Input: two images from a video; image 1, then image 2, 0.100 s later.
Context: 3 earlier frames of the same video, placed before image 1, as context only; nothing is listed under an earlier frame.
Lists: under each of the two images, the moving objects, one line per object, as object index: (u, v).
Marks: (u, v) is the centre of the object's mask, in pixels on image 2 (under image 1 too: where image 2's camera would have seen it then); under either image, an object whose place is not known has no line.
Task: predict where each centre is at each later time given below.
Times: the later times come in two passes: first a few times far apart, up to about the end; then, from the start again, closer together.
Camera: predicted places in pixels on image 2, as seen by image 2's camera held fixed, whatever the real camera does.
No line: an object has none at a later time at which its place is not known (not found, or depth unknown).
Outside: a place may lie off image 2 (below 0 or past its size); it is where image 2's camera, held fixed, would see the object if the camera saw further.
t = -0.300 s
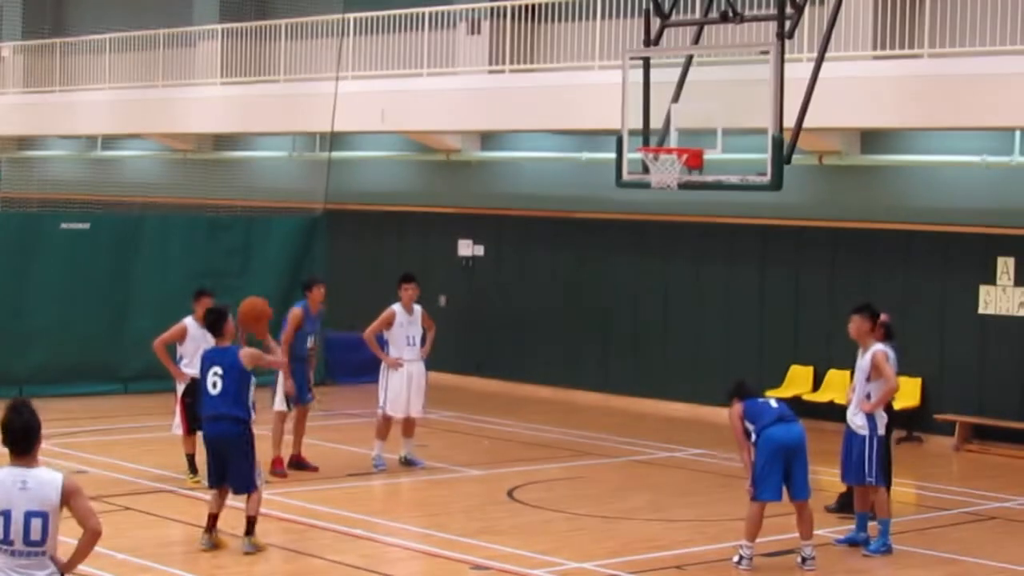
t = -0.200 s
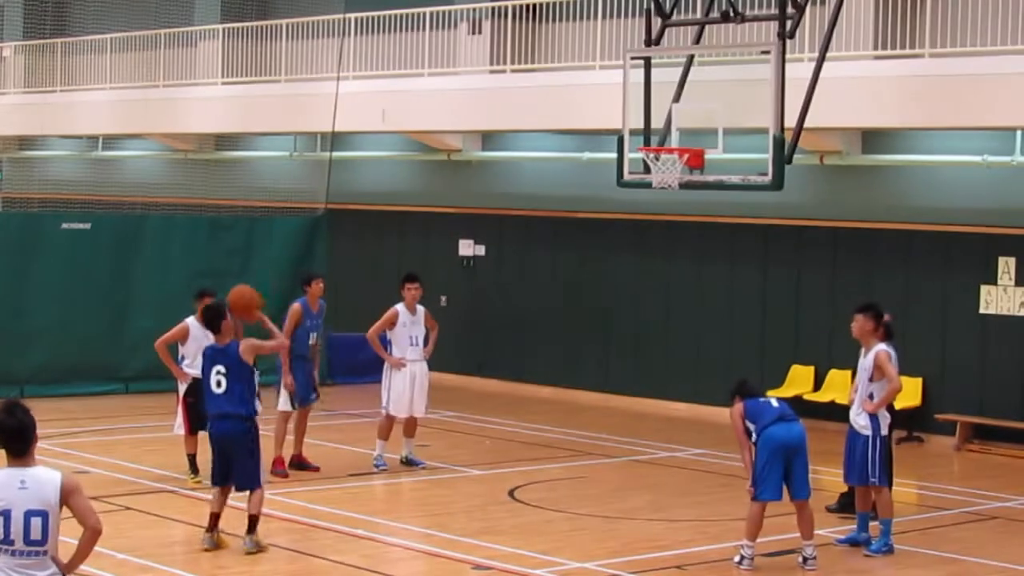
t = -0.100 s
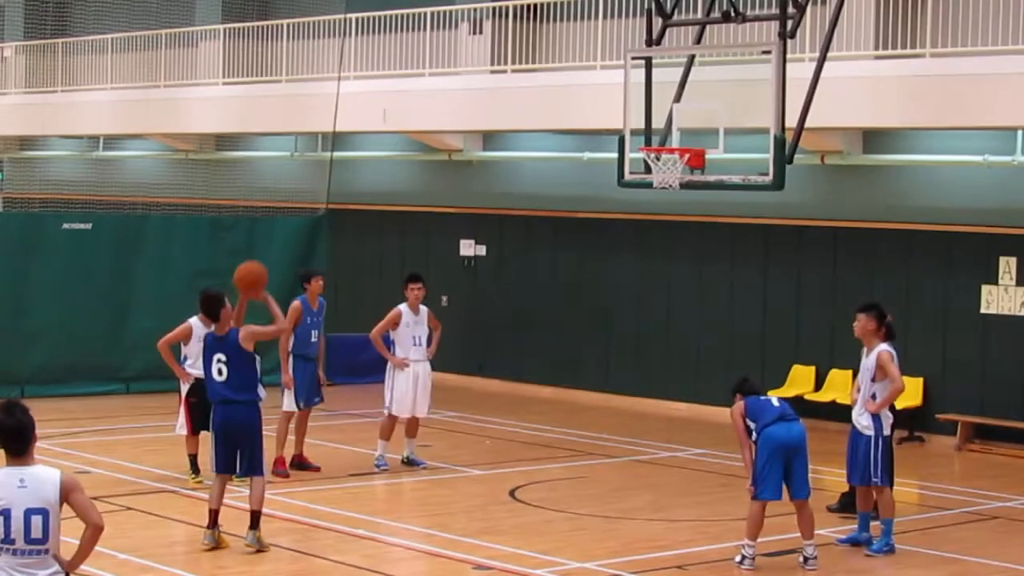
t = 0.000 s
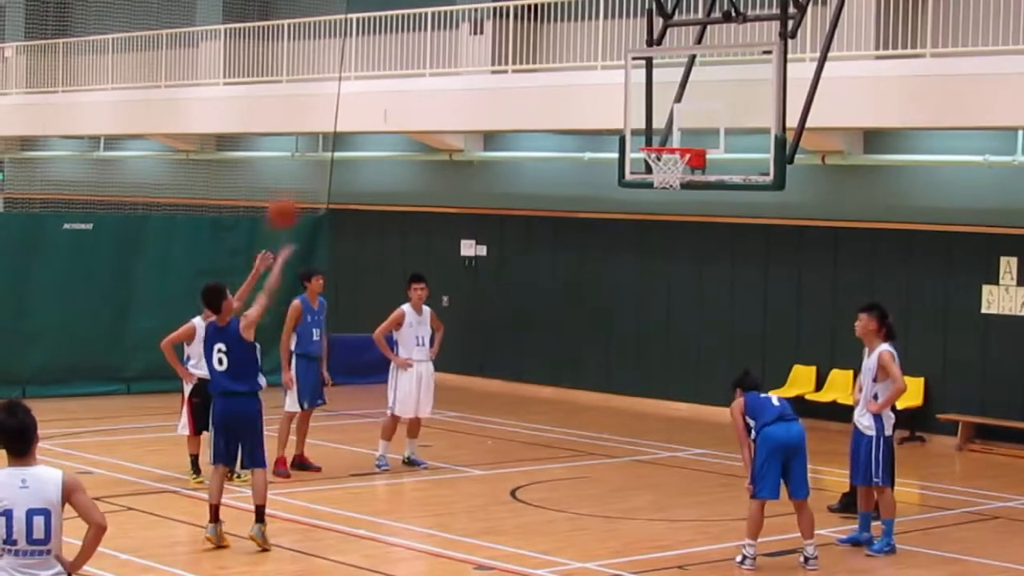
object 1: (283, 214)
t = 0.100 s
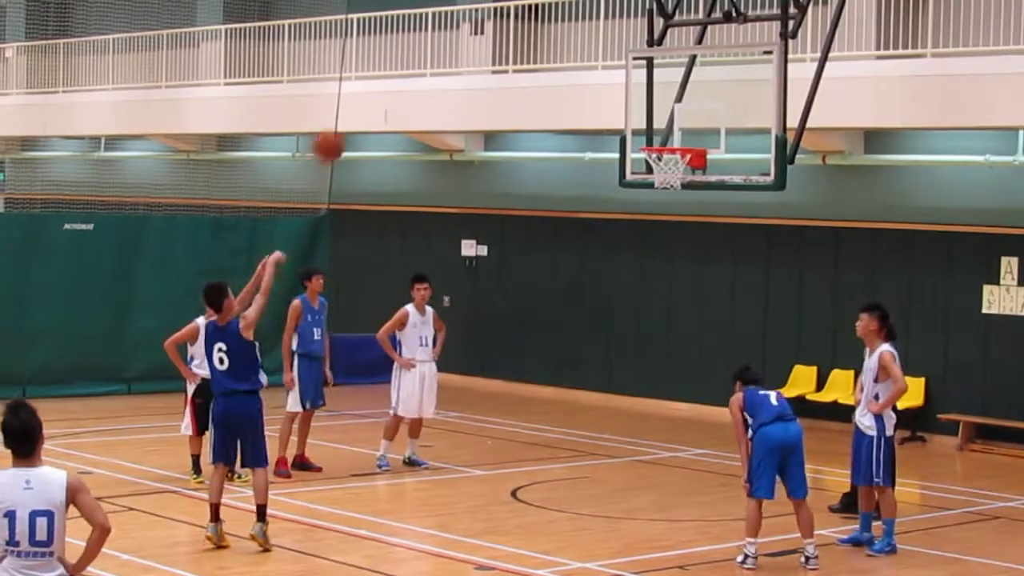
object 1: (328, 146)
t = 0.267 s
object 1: (398, 65)
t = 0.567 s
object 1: (509, 17)
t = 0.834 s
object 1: (598, 64)
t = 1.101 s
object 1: (672, 167)
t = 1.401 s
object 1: (665, 168)
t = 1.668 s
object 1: (666, 224)
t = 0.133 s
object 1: (342, 127)
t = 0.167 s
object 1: (357, 108)
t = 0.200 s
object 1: (371, 93)
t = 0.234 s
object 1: (384, 78)
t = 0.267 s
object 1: (398, 65)
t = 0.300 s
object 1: (411, 55)
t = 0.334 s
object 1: (424, 45)
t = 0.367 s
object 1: (437, 37)
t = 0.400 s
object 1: (449, 30)
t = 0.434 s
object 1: (462, 25)
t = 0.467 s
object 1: (474, 21)
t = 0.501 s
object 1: (486, 19)
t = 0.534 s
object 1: (498, 17)
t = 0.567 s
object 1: (509, 17)
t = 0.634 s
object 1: (532, 21)
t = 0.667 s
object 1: (544, 25)
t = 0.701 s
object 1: (554, 31)
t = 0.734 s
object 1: (566, 37)
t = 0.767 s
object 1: (577, 45)
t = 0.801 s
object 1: (587, 54)
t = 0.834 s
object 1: (598, 64)
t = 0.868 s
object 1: (608, 75)
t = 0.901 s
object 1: (618, 88)
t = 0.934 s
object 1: (628, 102)
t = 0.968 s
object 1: (637, 116)
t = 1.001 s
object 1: (647, 131)
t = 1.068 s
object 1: (667, 157)
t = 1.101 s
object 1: (672, 167)
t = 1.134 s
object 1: (676, 167)
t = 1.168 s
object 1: (678, 167)
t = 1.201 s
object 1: (678, 167)
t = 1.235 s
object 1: (677, 167)
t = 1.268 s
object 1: (675, 167)
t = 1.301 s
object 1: (671, 167)
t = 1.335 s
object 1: (669, 167)
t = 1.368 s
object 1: (666, 167)
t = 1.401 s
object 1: (665, 168)
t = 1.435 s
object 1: (664, 170)
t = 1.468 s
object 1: (663, 181)
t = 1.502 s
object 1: (662, 189)
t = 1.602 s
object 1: (665, 203)
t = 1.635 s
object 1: (665, 213)
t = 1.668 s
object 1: (666, 224)
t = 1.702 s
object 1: (665, 235)
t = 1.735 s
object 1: (665, 247)
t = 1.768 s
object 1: (665, 261)
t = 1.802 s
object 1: (665, 276)
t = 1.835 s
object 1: (665, 293)
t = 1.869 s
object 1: (665, 311)
